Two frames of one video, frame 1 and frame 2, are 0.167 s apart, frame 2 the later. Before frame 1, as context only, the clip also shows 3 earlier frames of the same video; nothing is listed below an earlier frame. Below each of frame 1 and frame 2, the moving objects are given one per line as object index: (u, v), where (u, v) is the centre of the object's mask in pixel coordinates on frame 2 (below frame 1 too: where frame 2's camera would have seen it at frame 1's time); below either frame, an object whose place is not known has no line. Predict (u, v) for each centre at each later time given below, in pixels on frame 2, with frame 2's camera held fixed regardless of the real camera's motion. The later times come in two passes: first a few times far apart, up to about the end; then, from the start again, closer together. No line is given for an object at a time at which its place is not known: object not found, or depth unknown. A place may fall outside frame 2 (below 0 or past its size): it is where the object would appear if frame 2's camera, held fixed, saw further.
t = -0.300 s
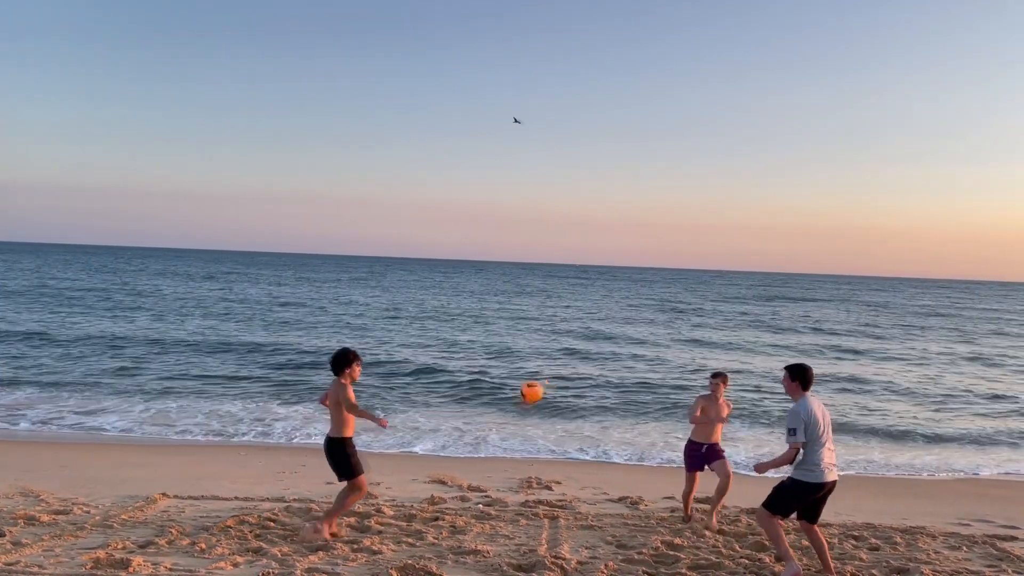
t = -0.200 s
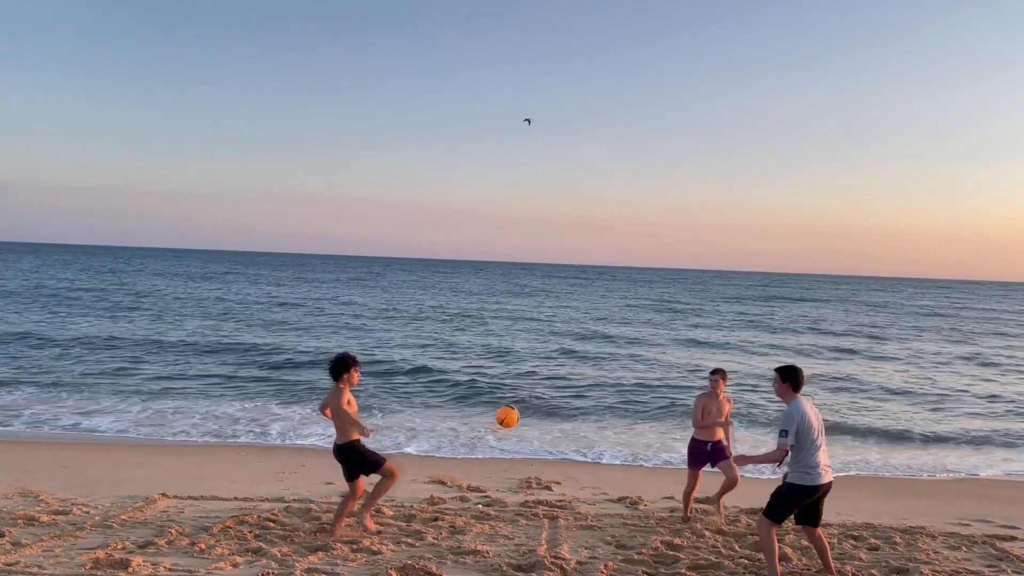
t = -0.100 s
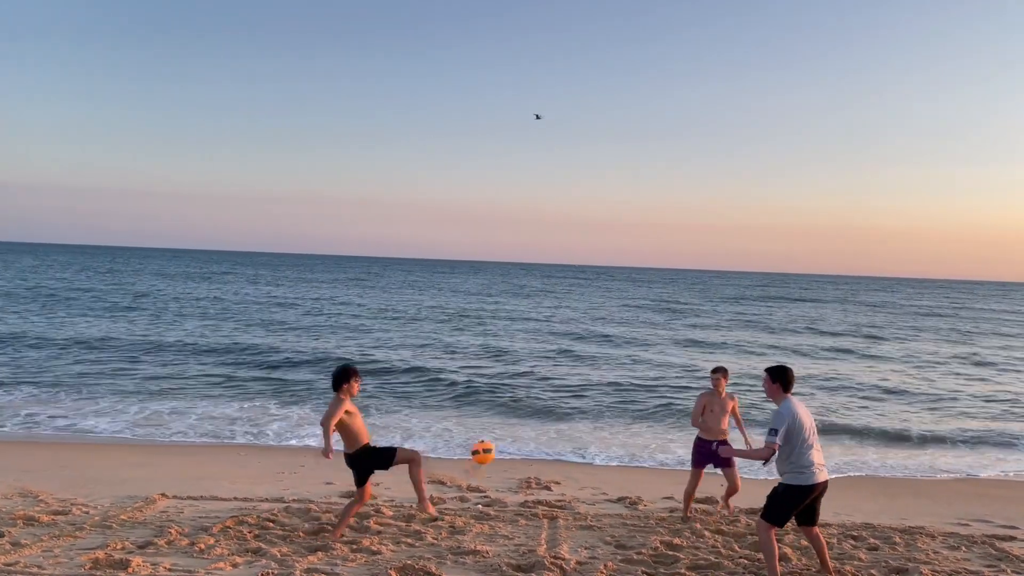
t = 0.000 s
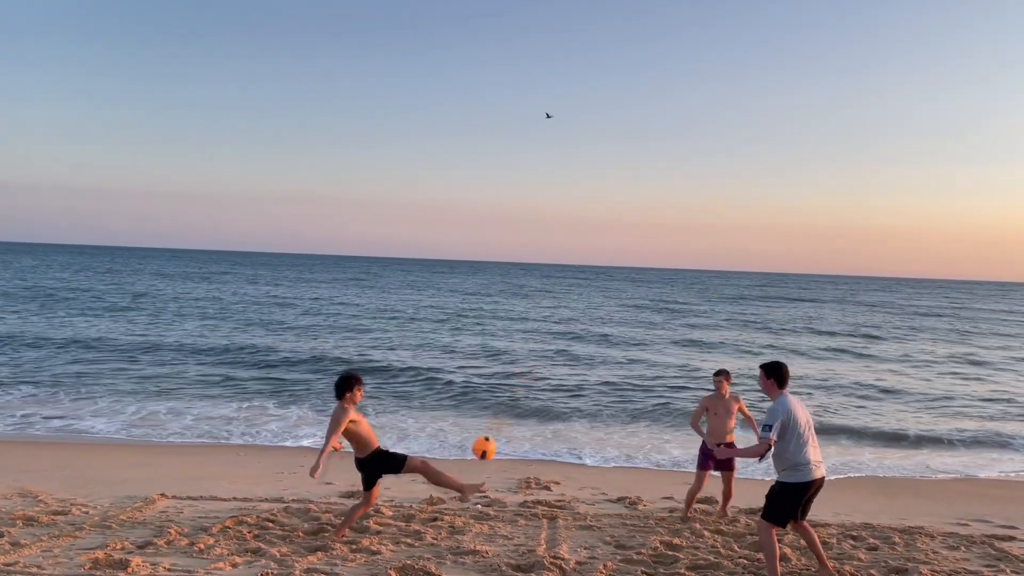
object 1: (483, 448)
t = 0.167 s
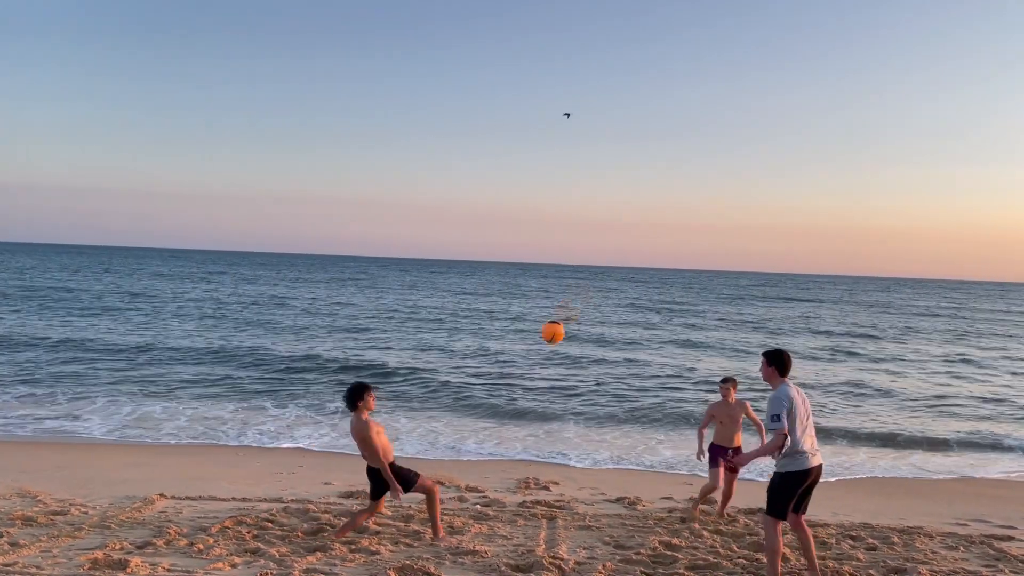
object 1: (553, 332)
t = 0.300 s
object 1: (609, 258)
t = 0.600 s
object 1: (736, 158)
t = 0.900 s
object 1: (866, 162)
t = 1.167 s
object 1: (973, 265)
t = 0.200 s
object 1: (567, 312)
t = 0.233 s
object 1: (581, 293)
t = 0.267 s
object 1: (595, 275)
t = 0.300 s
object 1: (609, 258)
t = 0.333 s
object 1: (623, 242)
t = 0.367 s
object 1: (637, 228)
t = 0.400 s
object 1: (651, 214)
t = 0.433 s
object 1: (665, 202)
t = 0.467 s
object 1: (680, 190)
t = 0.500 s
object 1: (694, 181)
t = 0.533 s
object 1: (708, 172)
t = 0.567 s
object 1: (722, 164)
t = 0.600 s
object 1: (736, 158)
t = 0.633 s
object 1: (751, 153)
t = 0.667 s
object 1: (765, 149)
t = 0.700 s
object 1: (779, 146)
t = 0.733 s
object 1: (794, 145)
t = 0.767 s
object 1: (808, 146)
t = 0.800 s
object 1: (823, 148)
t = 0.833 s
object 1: (837, 151)
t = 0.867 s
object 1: (851, 156)
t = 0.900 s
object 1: (866, 162)
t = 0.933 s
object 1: (880, 170)
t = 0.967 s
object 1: (894, 179)
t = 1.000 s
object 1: (908, 189)
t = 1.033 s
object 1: (921, 202)
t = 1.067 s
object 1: (935, 215)
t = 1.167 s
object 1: (973, 265)
